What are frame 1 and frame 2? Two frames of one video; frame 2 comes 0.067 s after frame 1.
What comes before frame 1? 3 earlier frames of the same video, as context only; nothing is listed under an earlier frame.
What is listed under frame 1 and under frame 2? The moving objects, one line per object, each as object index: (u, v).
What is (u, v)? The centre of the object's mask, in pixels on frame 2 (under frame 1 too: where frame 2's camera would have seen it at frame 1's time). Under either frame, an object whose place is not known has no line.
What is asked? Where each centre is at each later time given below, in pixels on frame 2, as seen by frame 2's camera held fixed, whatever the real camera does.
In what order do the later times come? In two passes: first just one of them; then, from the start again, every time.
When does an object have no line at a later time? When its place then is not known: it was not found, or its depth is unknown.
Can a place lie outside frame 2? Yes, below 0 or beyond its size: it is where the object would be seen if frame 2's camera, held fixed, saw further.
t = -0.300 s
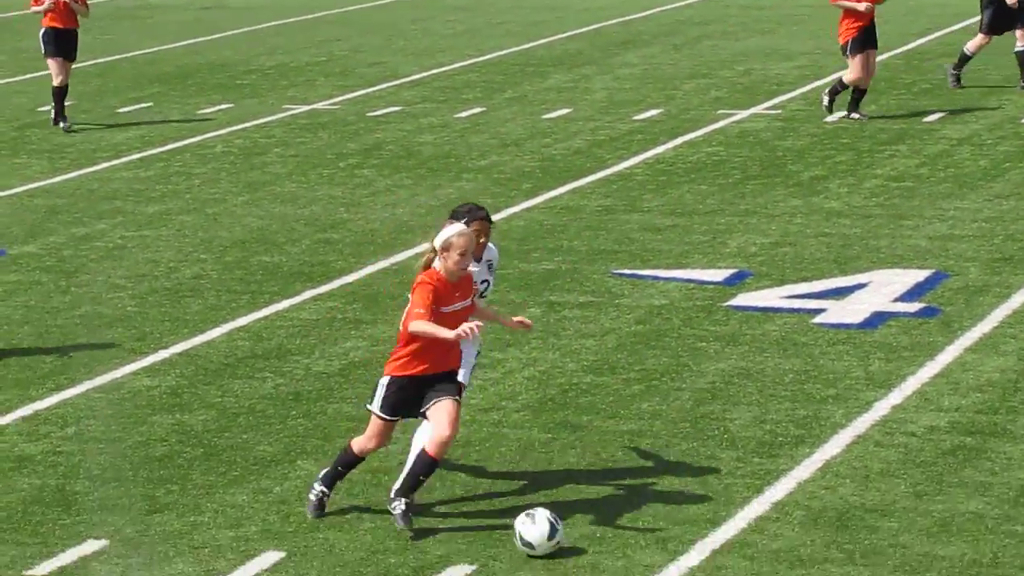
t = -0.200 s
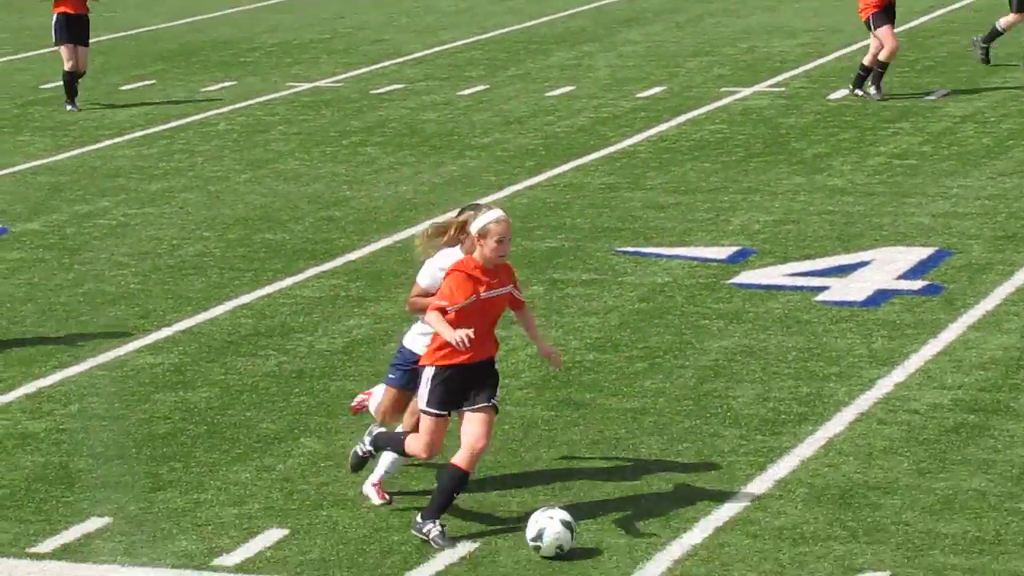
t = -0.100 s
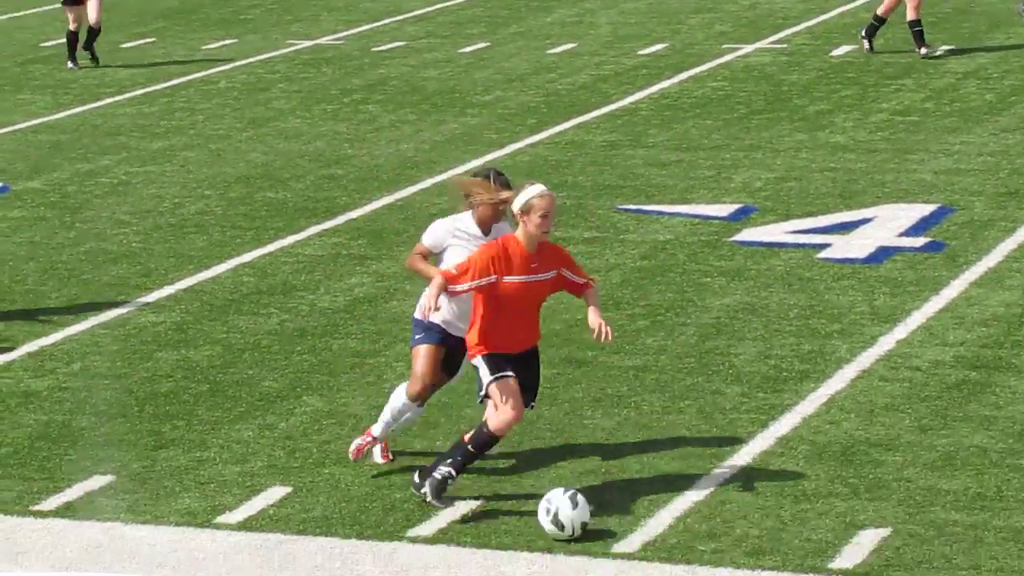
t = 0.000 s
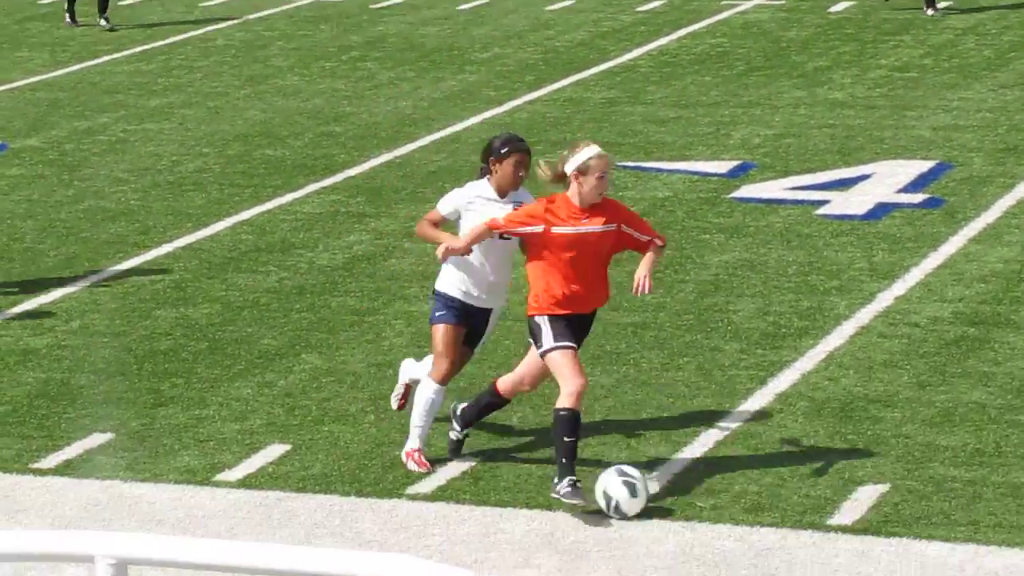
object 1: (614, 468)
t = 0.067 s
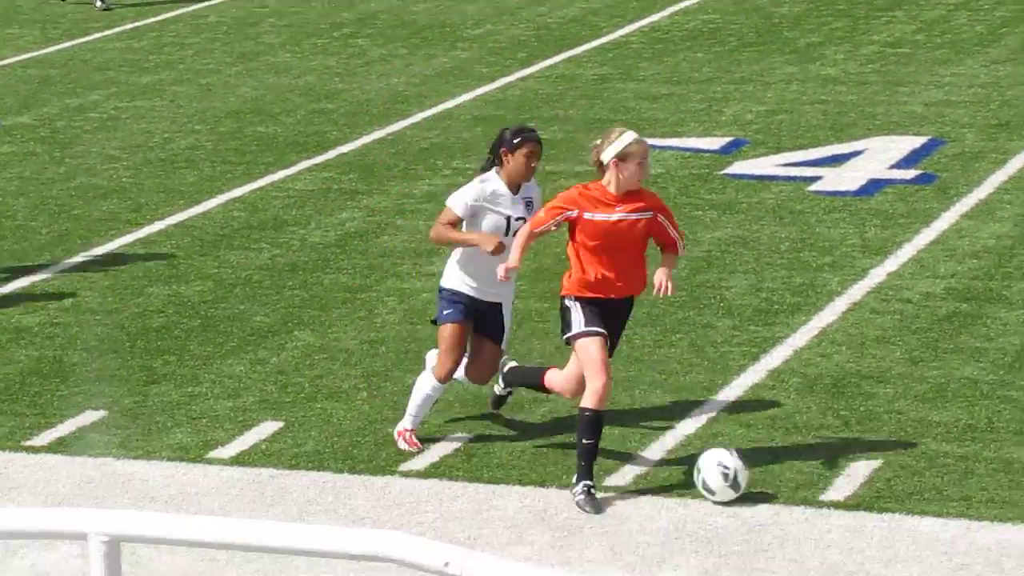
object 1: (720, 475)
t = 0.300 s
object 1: (1065, 509)
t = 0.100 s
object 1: (775, 482)
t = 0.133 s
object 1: (827, 485)
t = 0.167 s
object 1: (879, 489)
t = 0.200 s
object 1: (933, 496)
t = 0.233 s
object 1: (985, 503)
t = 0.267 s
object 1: (1034, 506)
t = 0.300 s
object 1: (1065, 509)
